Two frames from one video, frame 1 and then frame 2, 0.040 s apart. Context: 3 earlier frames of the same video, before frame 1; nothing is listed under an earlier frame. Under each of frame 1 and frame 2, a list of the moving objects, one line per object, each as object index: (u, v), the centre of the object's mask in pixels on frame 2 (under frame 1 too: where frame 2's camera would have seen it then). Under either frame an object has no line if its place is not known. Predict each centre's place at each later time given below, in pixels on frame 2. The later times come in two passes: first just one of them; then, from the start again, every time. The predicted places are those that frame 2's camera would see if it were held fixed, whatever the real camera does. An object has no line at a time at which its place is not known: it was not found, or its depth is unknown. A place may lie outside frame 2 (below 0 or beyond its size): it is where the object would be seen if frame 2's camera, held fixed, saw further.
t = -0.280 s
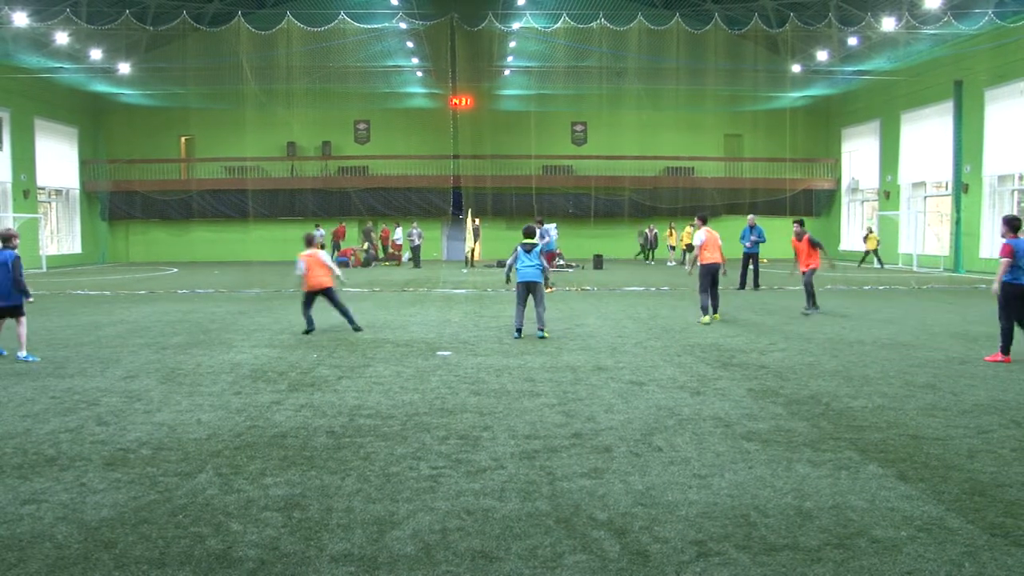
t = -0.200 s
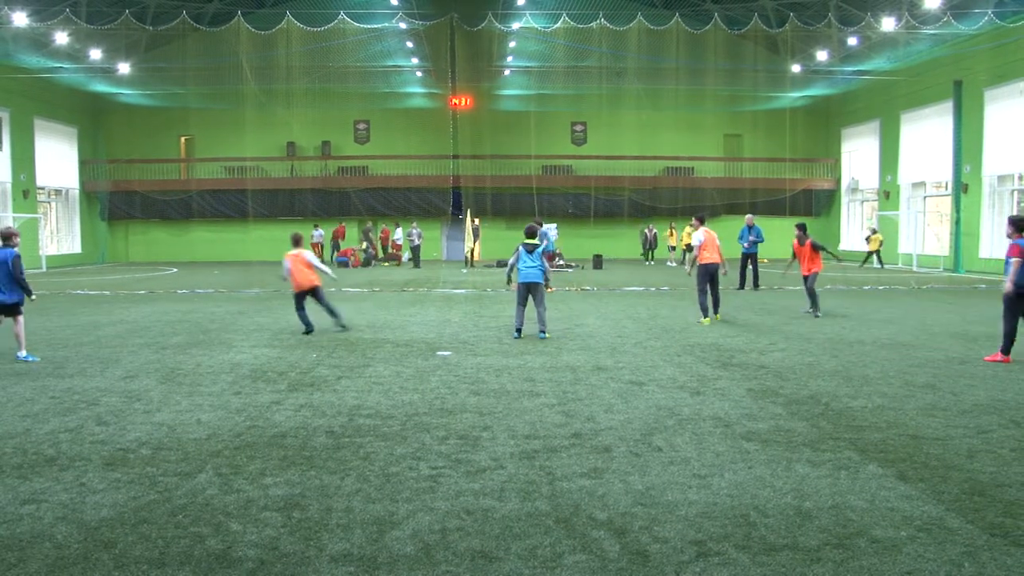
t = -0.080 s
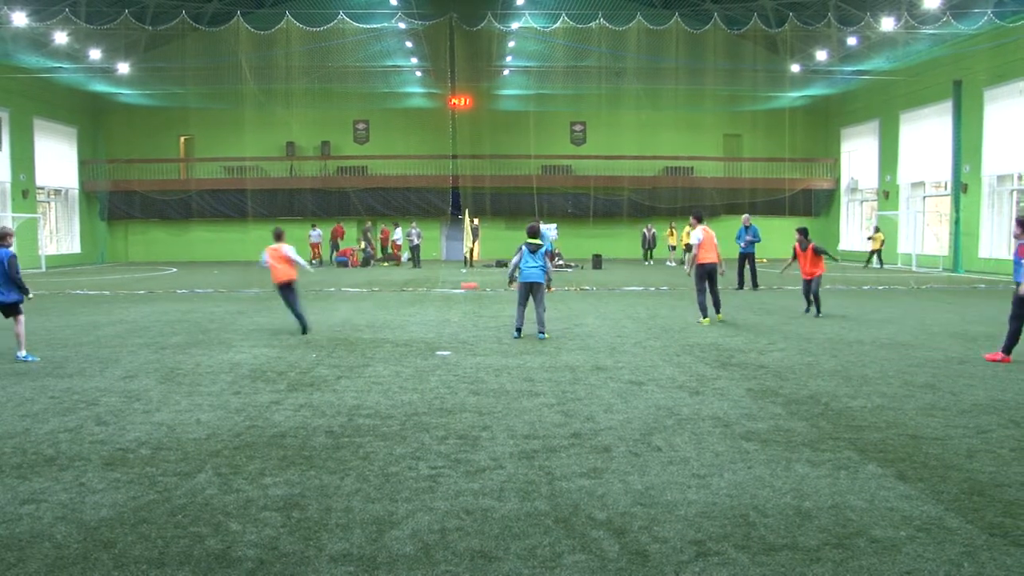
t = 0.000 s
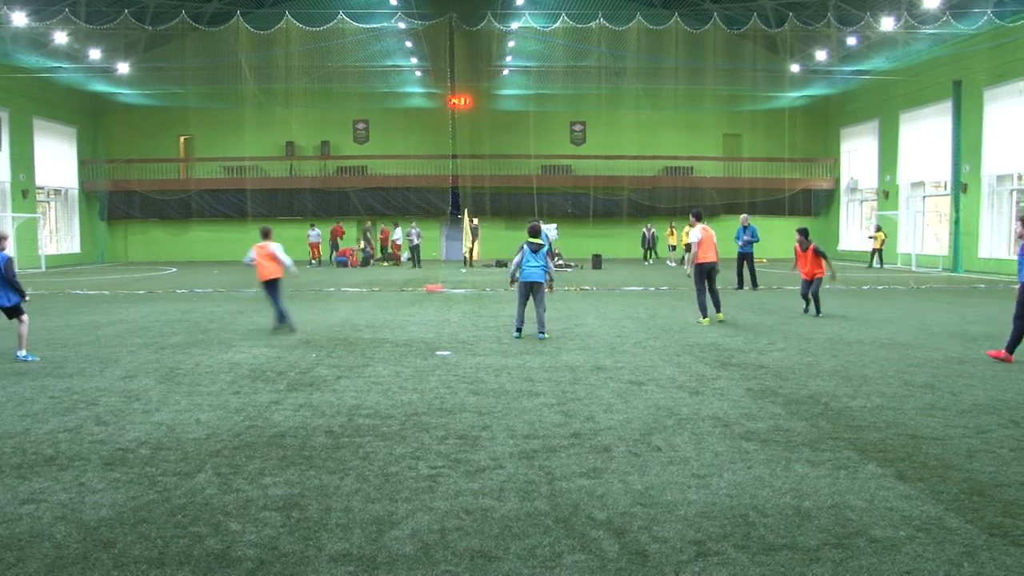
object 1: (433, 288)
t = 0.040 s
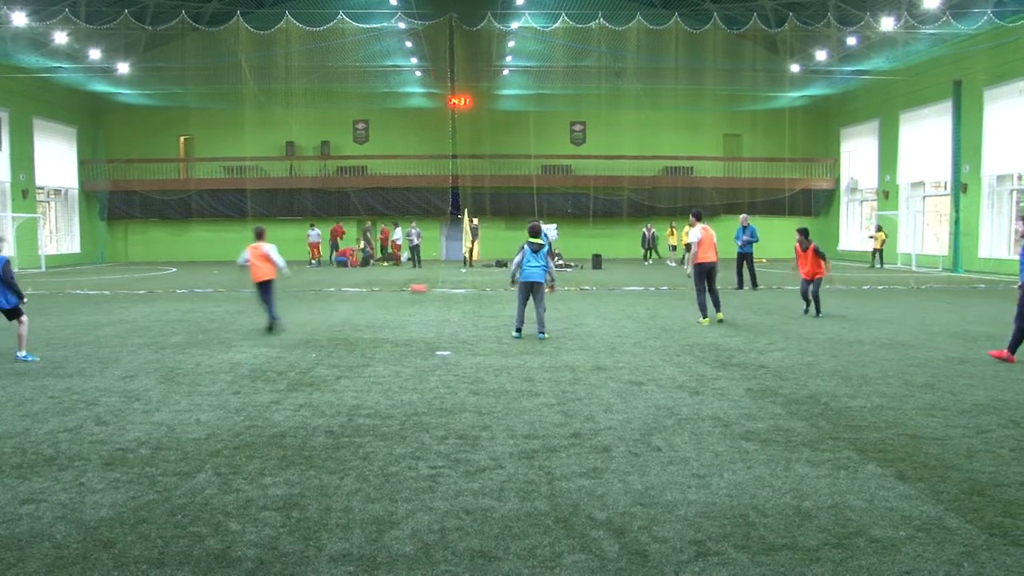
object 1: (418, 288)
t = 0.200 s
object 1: (359, 290)
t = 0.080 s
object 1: (401, 288)
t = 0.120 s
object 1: (388, 289)
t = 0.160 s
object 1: (373, 290)
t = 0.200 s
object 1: (359, 290)
